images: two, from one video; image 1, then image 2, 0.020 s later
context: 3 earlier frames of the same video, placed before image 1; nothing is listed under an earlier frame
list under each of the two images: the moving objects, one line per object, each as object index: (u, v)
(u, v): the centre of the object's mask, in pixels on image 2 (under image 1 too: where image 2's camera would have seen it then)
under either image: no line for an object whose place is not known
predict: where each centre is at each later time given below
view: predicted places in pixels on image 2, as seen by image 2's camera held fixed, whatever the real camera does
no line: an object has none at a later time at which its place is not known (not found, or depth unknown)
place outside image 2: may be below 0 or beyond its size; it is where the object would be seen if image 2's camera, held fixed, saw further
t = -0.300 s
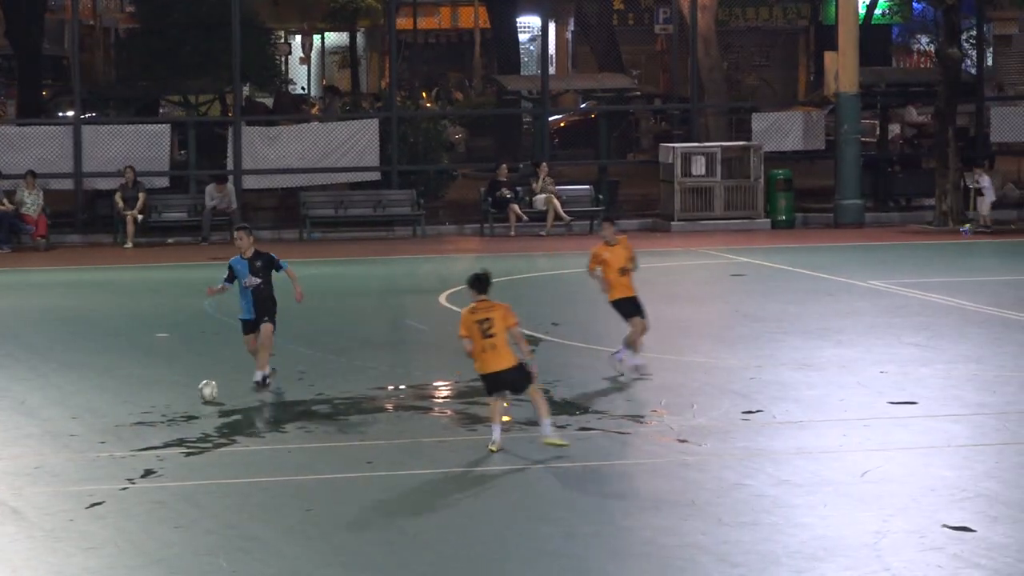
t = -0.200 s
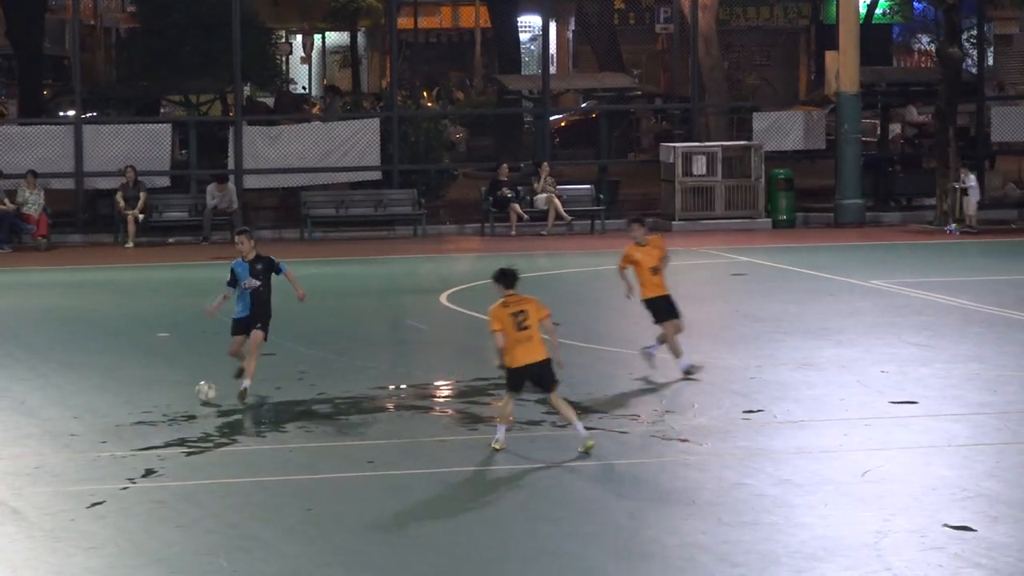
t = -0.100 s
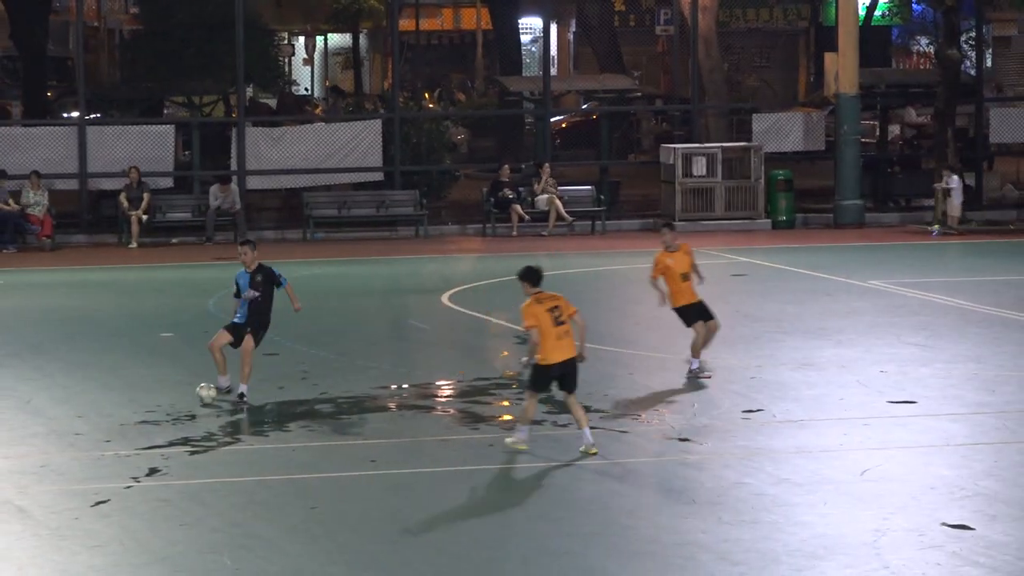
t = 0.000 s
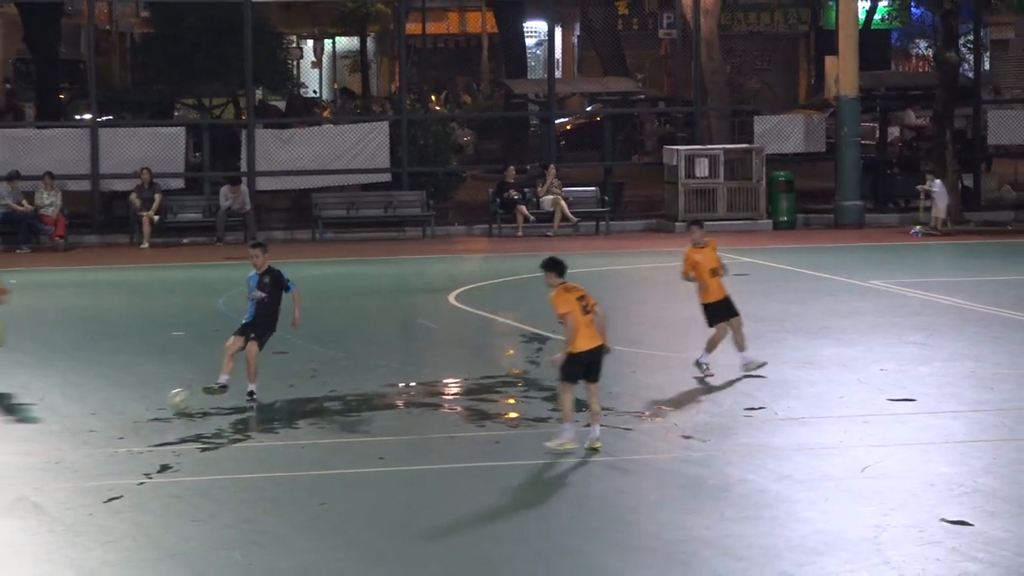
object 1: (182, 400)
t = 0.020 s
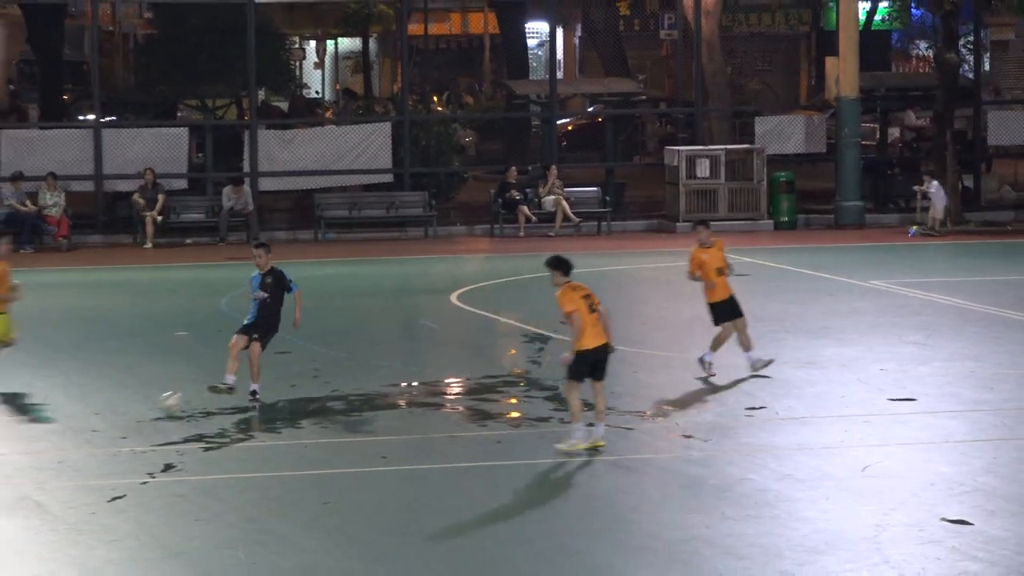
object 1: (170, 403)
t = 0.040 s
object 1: (156, 406)
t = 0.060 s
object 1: (143, 410)
